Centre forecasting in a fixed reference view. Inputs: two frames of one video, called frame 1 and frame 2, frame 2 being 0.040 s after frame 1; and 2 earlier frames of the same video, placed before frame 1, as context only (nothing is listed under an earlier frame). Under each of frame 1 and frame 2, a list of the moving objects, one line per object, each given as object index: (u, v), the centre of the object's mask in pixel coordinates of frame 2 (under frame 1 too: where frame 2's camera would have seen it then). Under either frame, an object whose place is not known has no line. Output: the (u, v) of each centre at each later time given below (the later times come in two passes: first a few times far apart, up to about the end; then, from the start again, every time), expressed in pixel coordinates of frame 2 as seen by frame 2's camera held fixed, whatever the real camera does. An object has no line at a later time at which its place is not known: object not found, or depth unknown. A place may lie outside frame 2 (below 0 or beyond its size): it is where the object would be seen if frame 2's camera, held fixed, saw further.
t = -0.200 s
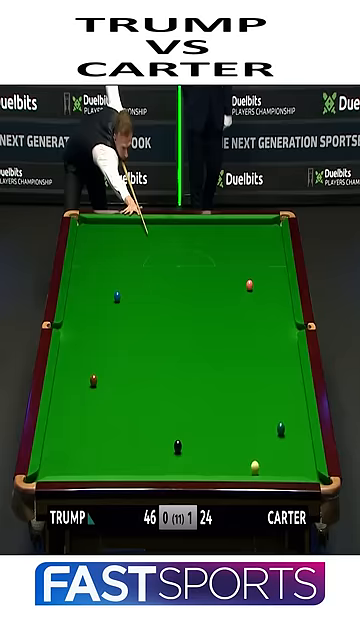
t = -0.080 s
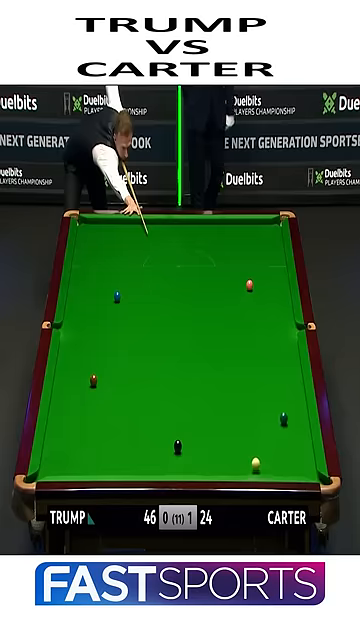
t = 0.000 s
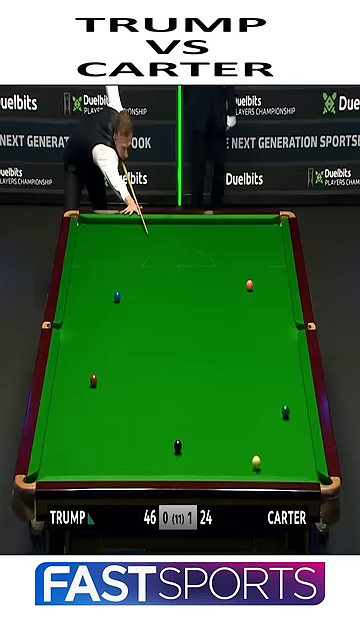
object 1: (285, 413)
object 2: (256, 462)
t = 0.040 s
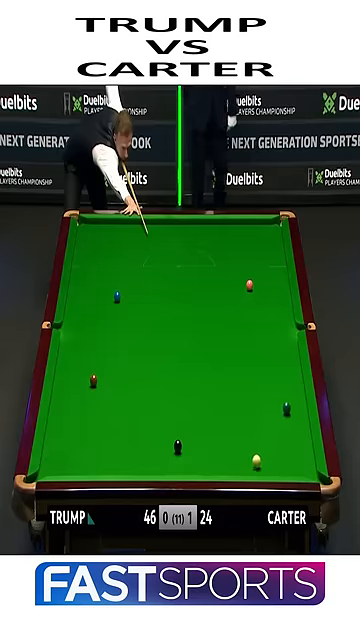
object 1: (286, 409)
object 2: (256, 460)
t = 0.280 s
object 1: (292, 390)
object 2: (257, 455)
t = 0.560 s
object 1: (297, 369)
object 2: (259, 449)
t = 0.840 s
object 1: (291, 350)
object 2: (260, 444)
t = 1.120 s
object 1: (285, 333)
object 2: (262, 439)
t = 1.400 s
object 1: (280, 318)
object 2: (263, 435)
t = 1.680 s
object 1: (275, 303)
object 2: (263, 432)
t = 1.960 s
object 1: (270, 290)
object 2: (264, 429)
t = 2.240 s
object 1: (265, 276)
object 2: (265, 427)
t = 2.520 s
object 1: (261, 264)
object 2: (265, 425)
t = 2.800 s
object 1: (258, 253)
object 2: (265, 424)
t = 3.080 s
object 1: (254, 243)
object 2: (265, 424)
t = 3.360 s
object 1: (251, 233)
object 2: (265, 424)
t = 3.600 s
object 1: (248, 225)
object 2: (265, 424)
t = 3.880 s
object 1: (246, 226)
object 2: (265, 424)
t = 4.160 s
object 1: (244, 231)
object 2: (265, 424)
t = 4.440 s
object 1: (243, 235)
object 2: (265, 424)
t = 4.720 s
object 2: (265, 424)
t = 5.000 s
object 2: (265, 424)
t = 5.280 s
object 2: (265, 424)
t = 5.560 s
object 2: (265, 424)
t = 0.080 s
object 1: (287, 406)
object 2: (256, 460)
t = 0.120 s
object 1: (288, 403)
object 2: (257, 458)
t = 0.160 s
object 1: (289, 400)
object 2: (257, 457)
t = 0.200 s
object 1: (290, 396)
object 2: (257, 457)
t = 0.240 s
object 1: (291, 393)
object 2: (257, 456)
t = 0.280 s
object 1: (292, 390)
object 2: (257, 455)
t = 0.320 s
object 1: (292, 387)
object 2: (258, 454)
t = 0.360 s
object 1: (293, 383)
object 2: (258, 453)
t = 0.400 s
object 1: (294, 381)
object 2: (258, 452)
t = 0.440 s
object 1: (295, 378)
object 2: (258, 451)
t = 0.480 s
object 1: (296, 375)
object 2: (258, 451)
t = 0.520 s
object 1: (297, 372)
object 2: (259, 450)
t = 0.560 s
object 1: (297, 369)
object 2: (259, 449)
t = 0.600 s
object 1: (298, 366)
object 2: (259, 448)
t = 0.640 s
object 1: (296, 364)
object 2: (259, 448)
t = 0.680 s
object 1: (295, 361)
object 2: (259, 447)
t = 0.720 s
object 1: (294, 359)
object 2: (260, 446)
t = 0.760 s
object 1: (294, 356)
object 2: (260, 445)
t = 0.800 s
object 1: (292, 353)
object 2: (260, 444)
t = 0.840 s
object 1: (291, 350)
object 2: (260, 444)
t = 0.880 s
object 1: (291, 348)
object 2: (260, 443)
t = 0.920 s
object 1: (290, 346)
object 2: (261, 442)
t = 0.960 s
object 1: (289, 343)
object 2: (261, 442)
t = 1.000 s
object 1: (288, 340)
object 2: (261, 441)
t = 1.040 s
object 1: (287, 338)
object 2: (261, 440)
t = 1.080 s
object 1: (286, 336)
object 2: (261, 440)
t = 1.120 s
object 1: (285, 333)
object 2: (262, 439)
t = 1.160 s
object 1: (285, 331)
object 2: (262, 439)
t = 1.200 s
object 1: (284, 329)
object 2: (262, 438)
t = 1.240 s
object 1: (283, 326)
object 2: (262, 437)
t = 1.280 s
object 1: (282, 325)
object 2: (262, 437)
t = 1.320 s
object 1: (281, 322)
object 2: (262, 436)
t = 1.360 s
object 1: (281, 320)
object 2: (262, 436)
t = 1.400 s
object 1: (280, 318)
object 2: (263, 435)
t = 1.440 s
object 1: (279, 316)
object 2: (263, 435)
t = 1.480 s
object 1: (278, 313)
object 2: (263, 434)
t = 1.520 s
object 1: (278, 311)
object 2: (263, 434)
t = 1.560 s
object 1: (277, 309)
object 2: (263, 433)
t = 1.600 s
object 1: (276, 307)
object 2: (263, 433)
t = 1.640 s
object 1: (276, 305)
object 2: (263, 432)
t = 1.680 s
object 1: (275, 303)
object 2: (263, 432)
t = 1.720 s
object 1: (274, 301)
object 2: (263, 431)
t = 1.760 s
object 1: (273, 299)
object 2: (264, 431)
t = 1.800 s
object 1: (273, 297)
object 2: (264, 430)
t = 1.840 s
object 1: (272, 295)
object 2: (264, 430)
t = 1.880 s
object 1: (271, 293)
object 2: (264, 429)
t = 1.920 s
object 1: (271, 291)
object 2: (264, 429)
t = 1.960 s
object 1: (270, 290)
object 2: (264, 429)
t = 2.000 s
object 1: (270, 287)
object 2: (264, 428)
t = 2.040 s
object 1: (269, 286)
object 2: (264, 428)
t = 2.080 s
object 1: (268, 283)
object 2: (264, 428)
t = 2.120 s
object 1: (267, 282)
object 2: (265, 428)
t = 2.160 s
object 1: (267, 280)
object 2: (265, 427)
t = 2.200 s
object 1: (266, 278)
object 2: (265, 427)
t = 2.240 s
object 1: (265, 276)
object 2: (265, 427)
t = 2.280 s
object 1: (265, 275)
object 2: (265, 426)
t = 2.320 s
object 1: (264, 273)
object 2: (265, 426)
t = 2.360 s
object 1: (264, 271)
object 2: (265, 426)
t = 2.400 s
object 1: (263, 269)
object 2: (265, 426)
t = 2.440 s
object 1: (263, 268)
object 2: (265, 425)
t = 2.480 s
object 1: (262, 266)
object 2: (265, 425)
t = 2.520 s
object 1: (261, 264)
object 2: (265, 425)
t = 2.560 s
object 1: (261, 263)
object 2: (265, 425)
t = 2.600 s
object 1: (260, 261)
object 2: (265, 425)
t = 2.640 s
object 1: (260, 260)
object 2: (265, 424)
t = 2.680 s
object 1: (259, 258)
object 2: (265, 424)
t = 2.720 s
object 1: (259, 257)
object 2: (265, 424)
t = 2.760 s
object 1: (258, 255)
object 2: (265, 424)
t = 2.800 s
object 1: (258, 253)
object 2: (265, 424)
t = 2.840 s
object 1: (257, 252)
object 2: (265, 424)
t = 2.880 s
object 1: (257, 250)
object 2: (265, 424)
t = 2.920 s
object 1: (256, 248)
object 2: (265, 424)
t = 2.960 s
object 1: (255, 247)
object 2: (265, 424)
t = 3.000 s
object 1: (255, 246)
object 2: (265, 424)
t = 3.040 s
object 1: (254, 244)
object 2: (265, 424)
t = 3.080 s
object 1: (254, 243)
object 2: (265, 424)
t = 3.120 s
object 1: (254, 242)
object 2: (265, 424)
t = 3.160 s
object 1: (253, 241)
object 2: (265, 424)
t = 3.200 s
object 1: (253, 239)
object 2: (265, 424)
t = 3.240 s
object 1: (252, 237)
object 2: (265, 424)
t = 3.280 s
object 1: (252, 236)
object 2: (265, 424)
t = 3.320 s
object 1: (251, 234)
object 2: (265, 424)
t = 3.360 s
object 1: (251, 233)
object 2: (265, 424)
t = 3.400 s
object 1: (250, 232)
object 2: (265, 424)
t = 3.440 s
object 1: (250, 231)
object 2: (265, 424)
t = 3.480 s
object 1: (249, 229)
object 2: (265, 424)
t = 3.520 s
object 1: (249, 228)
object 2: (265, 424)
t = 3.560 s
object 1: (249, 226)
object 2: (265, 424)
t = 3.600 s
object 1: (248, 225)
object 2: (265, 424)
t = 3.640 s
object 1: (248, 224)
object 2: (265, 424)
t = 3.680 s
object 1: (247, 223)
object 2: (265, 424)
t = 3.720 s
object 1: (247, 223)
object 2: (265, 424)
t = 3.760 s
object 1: (247, 224)
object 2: (265, 424)
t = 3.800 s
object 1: (246, 225)
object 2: (265, 424)
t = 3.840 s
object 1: (246, 225)
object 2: (265, 424)
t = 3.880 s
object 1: (246, 226)
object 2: (265, 424)
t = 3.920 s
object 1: (246, 226)
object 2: (265, 424)
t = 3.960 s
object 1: (245, 227)
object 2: (265, 424)
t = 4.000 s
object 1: (245, 227)
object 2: (265, 424)
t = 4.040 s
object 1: (245, 229)
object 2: (265, 424)
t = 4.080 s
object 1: (245, 229)
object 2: (265, 424)
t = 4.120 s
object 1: (244, 230)
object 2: (265, 424)
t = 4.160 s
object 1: (244, 231)
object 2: (265, 424)
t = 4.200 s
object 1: (244, 231)
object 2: (265, 424)
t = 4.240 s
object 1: (244, 232)
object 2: (265, 424)
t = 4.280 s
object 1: (243, 232)
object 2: (265, 424)
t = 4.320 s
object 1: (243, 233)
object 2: (265, 424)
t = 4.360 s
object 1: (243, 234)
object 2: (265, 424)
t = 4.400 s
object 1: (243, 234)
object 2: (265, 424)
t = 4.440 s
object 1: (243, 235)
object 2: (265, 424)
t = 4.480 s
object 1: (242, 236)
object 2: (265, 424)
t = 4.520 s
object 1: (242, 237)
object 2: (265, 424)
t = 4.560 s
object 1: (242, 237)
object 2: (265, 424)
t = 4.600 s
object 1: (242, 238)
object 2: (265, 424)
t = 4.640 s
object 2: (265, 424)
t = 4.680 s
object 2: (265, 424)
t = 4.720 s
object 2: (265, 424)
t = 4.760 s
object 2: (265, 424)
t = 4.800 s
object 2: (265, 424)
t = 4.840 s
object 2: (265, 424)
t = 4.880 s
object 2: (265, 424)
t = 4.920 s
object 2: (265, 424)
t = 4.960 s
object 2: (265, 424)
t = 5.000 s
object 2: (265, 424)
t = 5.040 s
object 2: (265, 424)
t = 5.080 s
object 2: (265, 424)
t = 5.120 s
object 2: (265, 424)
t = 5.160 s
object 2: (265, 424)
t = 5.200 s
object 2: (265, 424)
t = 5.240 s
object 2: (265, 424)
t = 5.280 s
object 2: (265, 424)
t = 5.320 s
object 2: (265, 424)
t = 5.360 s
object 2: (265, 424)
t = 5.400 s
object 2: (265, 424)
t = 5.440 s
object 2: (265, 424)
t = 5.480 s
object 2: (265, 424)
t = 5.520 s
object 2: (265, 424)
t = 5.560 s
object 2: (265, 424)
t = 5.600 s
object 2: (265, 424)
